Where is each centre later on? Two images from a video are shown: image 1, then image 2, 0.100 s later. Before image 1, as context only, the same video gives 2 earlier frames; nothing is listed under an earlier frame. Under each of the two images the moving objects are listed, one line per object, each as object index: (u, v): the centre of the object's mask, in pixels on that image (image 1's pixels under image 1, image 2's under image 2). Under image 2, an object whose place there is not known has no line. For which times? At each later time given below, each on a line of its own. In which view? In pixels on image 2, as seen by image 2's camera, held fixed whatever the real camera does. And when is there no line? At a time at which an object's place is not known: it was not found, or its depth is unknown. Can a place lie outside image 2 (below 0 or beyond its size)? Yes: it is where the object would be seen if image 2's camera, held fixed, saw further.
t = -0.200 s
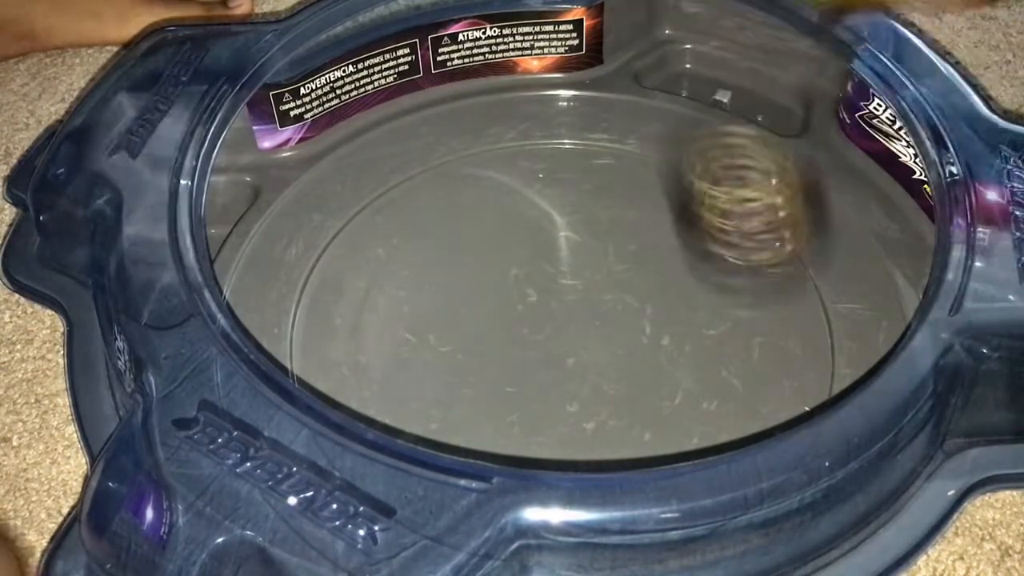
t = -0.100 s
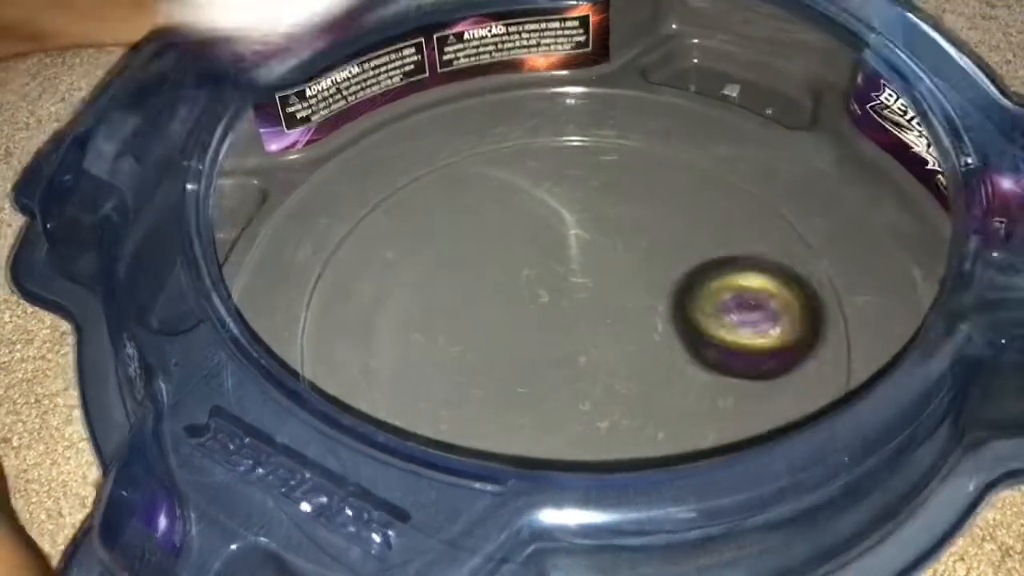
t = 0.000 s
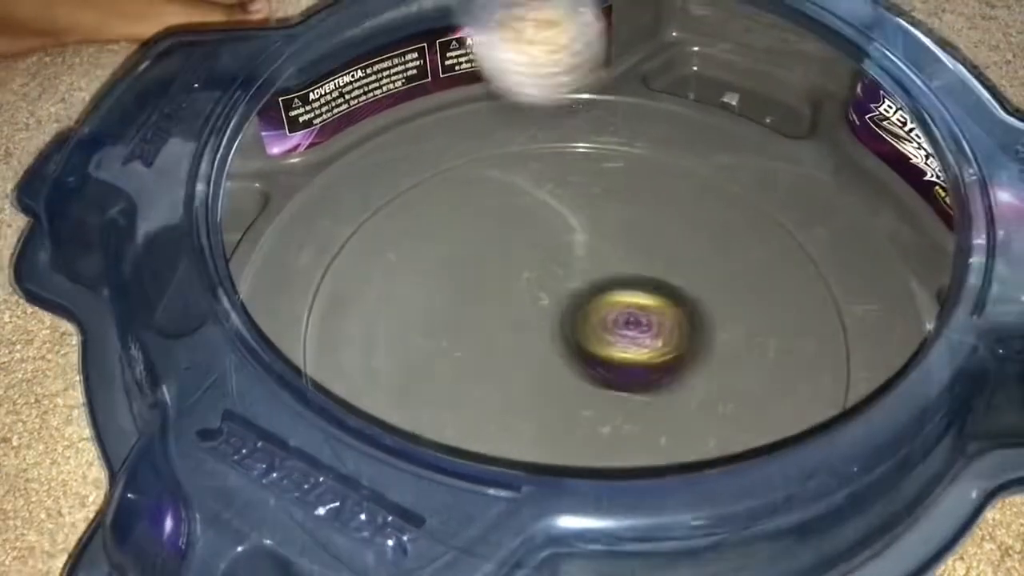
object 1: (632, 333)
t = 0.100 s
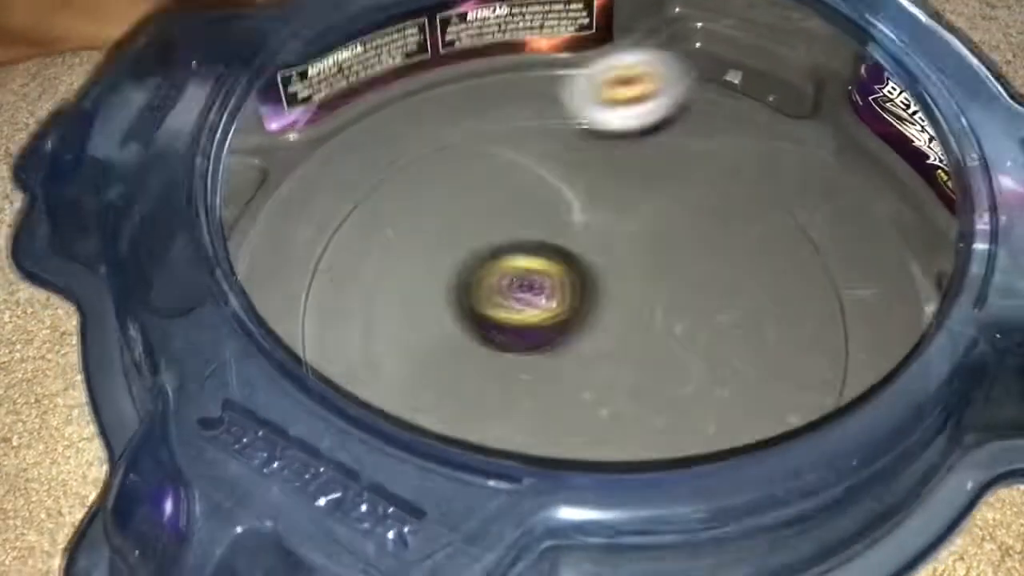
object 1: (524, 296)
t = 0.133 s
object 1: (491, 293)
